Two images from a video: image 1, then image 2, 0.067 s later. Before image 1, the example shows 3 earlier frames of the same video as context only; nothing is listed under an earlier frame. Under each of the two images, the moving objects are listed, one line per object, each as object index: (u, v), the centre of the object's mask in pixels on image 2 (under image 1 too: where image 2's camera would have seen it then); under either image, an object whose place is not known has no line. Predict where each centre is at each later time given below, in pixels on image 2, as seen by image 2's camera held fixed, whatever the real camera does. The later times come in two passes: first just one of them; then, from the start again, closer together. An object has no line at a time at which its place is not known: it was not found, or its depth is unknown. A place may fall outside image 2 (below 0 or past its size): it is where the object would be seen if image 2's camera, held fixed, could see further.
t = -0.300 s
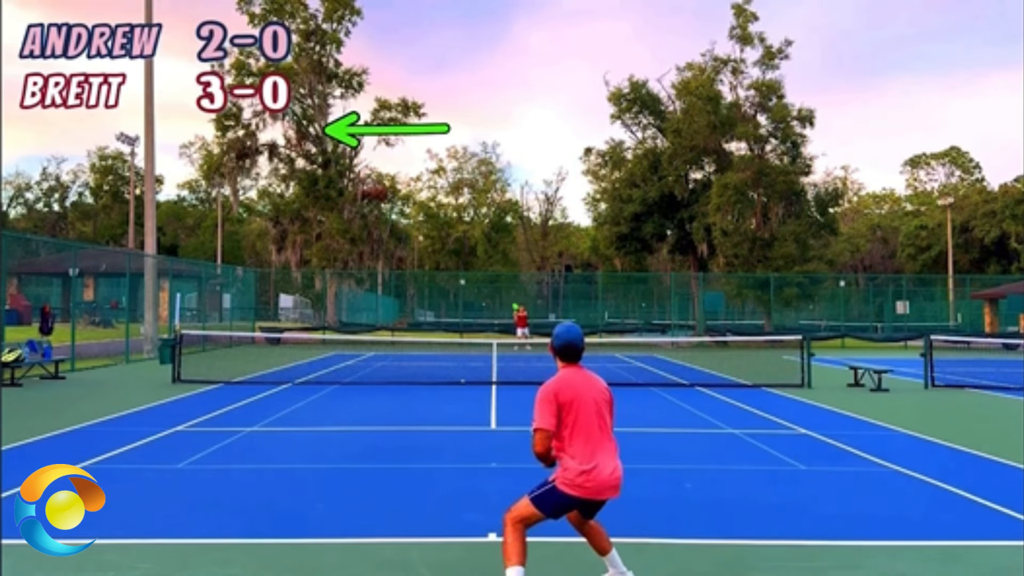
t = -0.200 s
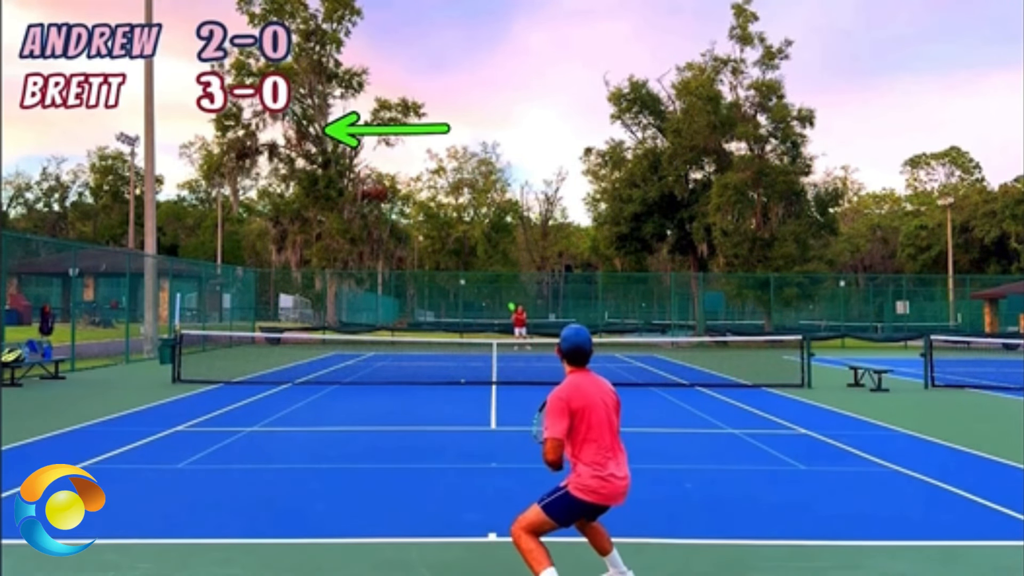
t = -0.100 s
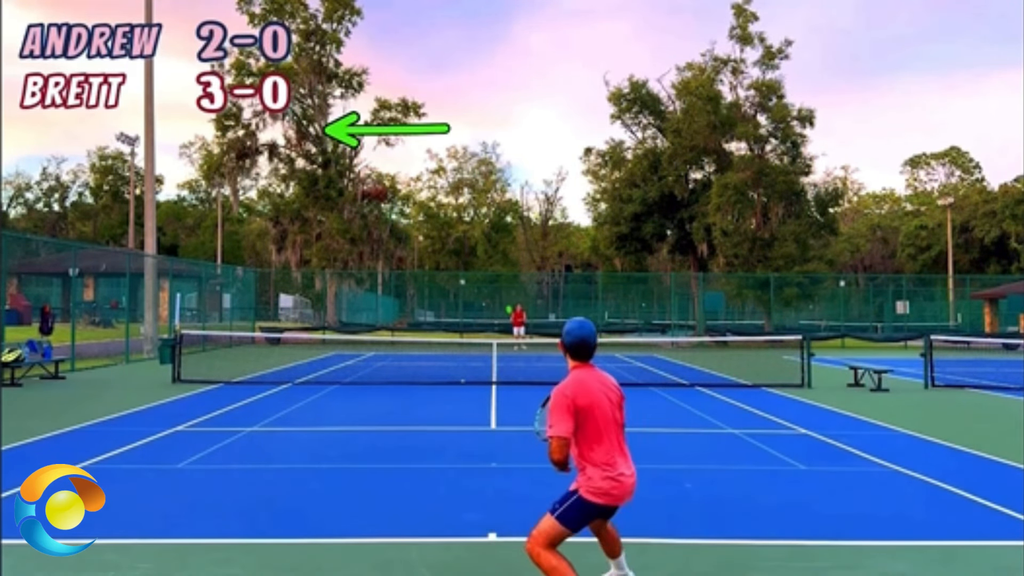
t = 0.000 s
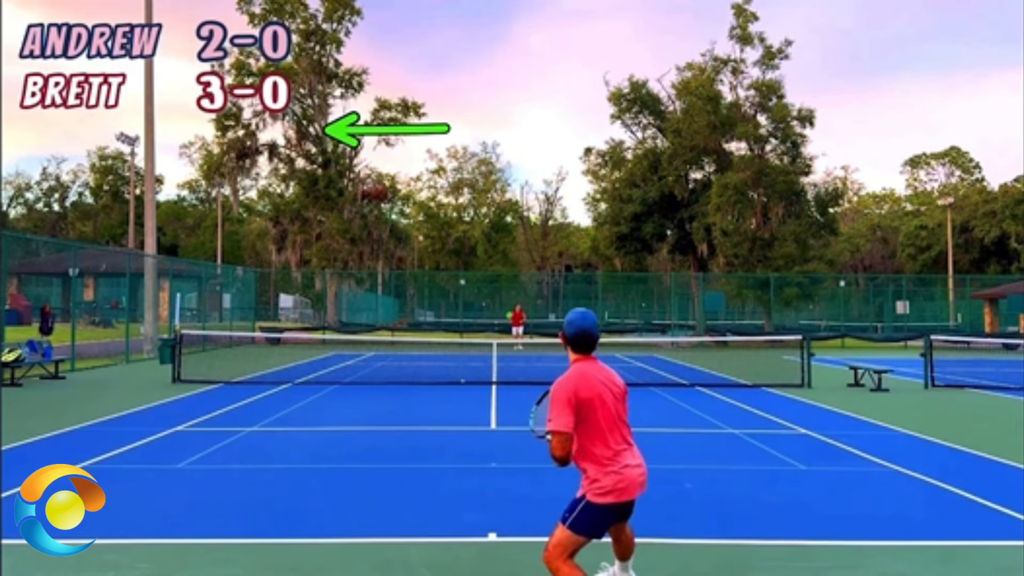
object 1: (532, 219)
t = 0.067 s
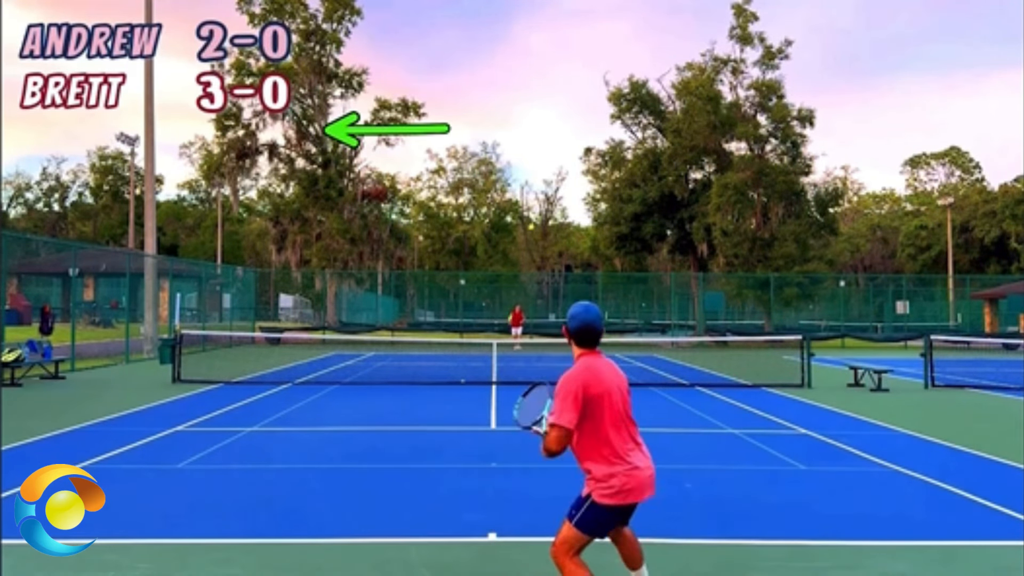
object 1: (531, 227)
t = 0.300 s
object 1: (521, 296)
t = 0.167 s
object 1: (528, 247)
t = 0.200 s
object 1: (526, 257)
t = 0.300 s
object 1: (521, 296)
